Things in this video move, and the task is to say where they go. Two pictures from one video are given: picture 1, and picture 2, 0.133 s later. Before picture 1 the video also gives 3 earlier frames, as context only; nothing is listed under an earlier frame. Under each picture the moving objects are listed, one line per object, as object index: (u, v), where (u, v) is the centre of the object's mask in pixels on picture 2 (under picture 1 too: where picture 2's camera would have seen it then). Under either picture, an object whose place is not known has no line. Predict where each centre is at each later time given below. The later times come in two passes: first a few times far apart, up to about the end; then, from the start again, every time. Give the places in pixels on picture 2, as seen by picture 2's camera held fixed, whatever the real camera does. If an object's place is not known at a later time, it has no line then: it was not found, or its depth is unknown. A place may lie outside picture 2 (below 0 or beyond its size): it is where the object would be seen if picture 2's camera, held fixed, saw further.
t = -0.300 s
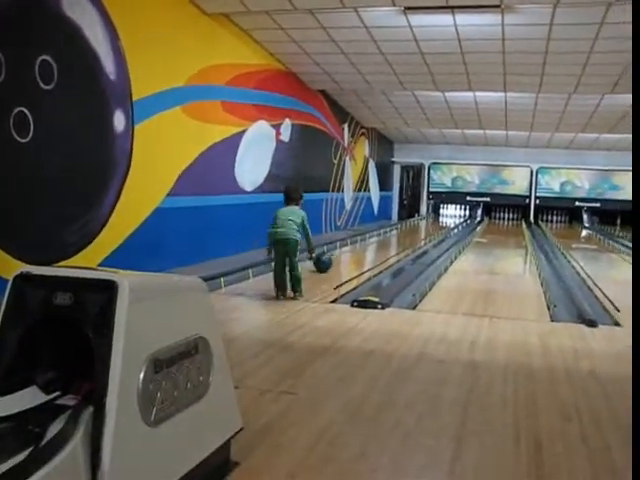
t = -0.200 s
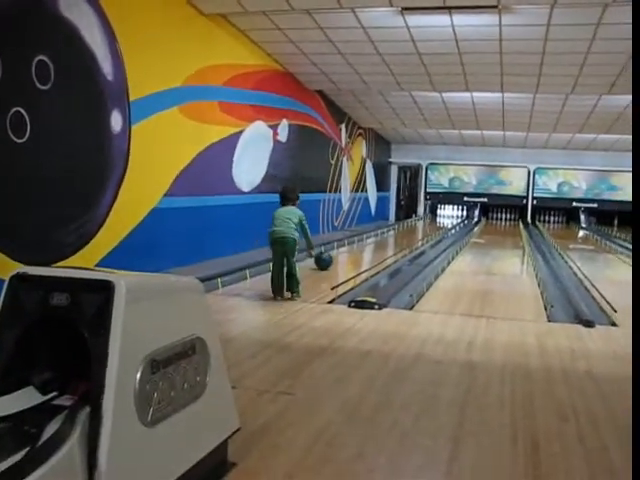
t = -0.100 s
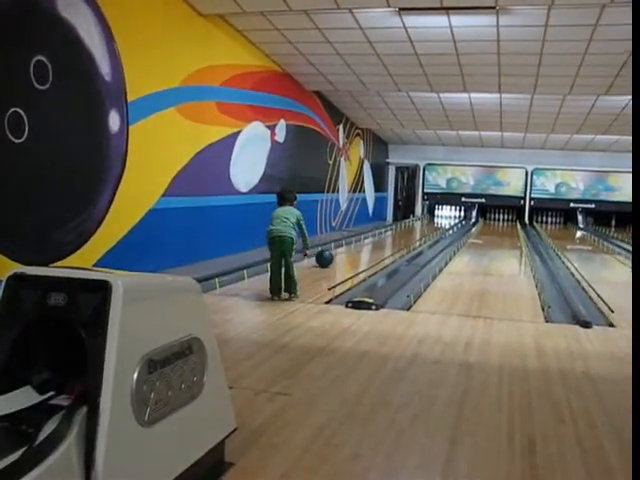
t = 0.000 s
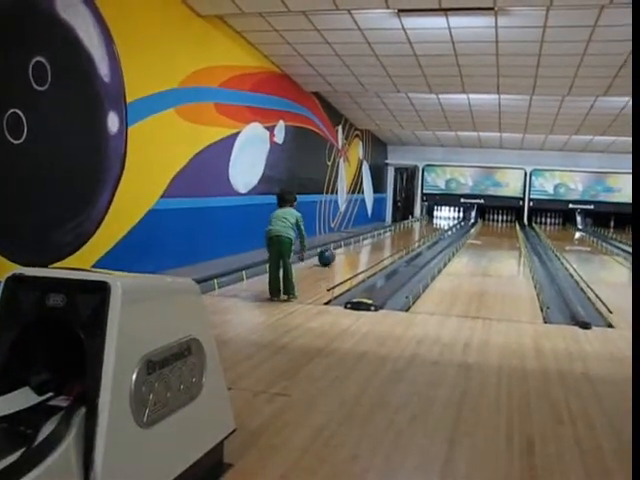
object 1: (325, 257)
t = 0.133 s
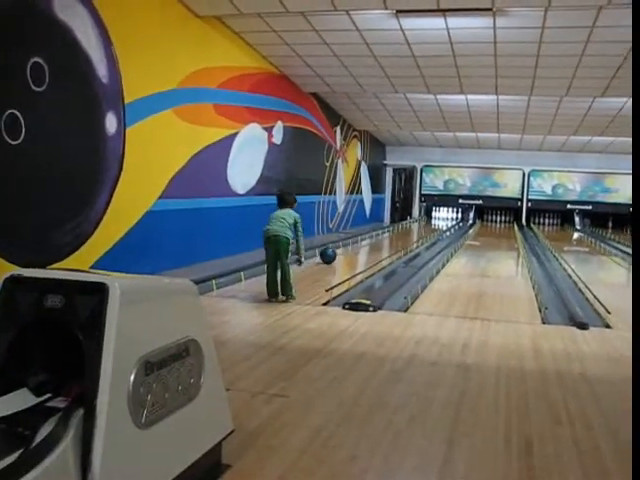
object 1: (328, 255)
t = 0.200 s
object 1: (330, 254)
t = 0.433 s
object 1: (334, 251)
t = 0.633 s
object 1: (338, 248)
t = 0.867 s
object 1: (343, 244)
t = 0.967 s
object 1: (344, 243)
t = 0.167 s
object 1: (329, 254)
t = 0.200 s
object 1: (330, 254)
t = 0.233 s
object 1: (330, 253)
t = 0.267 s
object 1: (331, 253)
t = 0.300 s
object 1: (332, 252)
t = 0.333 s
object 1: (333, 251)
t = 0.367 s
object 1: (333, 251)
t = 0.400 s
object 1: (334, 250)
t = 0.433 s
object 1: (334, 251)
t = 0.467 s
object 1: (336, 250)
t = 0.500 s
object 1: (336, 249)
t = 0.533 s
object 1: (337, 249)
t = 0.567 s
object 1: (337, 248)
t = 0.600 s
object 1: (338, 248)
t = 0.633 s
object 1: (338, 248)
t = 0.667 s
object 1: (340, 247)
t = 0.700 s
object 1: (340, 247)
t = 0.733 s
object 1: (341, 246)
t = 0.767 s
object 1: (341, 246)
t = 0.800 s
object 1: (342, 246)
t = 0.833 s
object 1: (342, 244)
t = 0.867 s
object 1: (343, 244)
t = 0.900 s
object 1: (344, 243)
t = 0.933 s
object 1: (344, 243)
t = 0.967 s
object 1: (344, 243)
